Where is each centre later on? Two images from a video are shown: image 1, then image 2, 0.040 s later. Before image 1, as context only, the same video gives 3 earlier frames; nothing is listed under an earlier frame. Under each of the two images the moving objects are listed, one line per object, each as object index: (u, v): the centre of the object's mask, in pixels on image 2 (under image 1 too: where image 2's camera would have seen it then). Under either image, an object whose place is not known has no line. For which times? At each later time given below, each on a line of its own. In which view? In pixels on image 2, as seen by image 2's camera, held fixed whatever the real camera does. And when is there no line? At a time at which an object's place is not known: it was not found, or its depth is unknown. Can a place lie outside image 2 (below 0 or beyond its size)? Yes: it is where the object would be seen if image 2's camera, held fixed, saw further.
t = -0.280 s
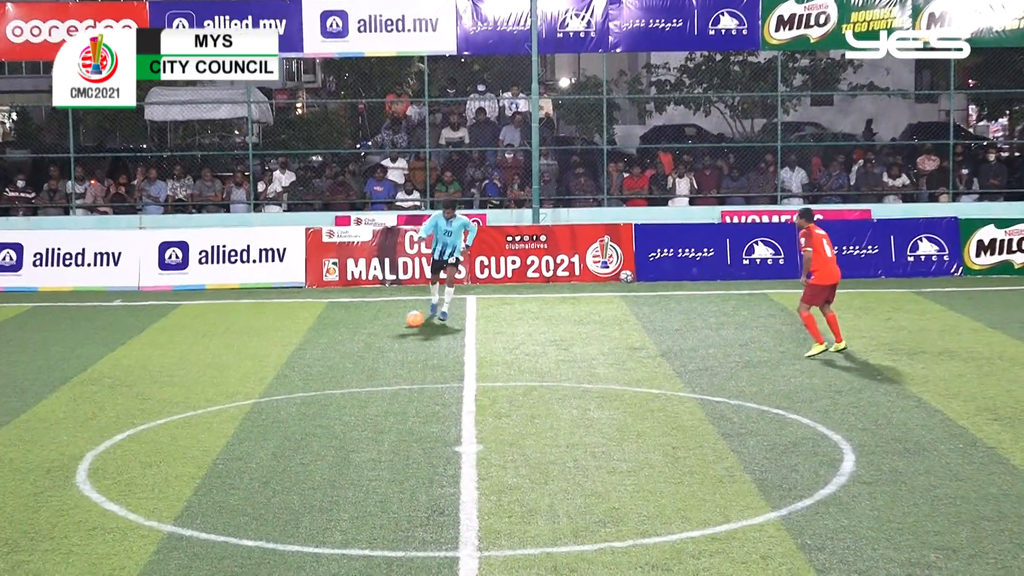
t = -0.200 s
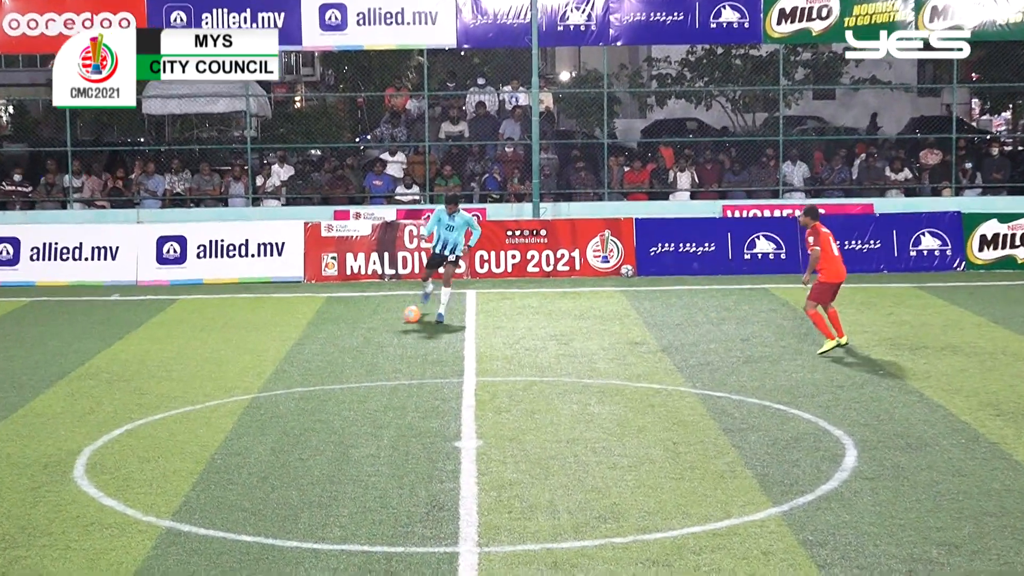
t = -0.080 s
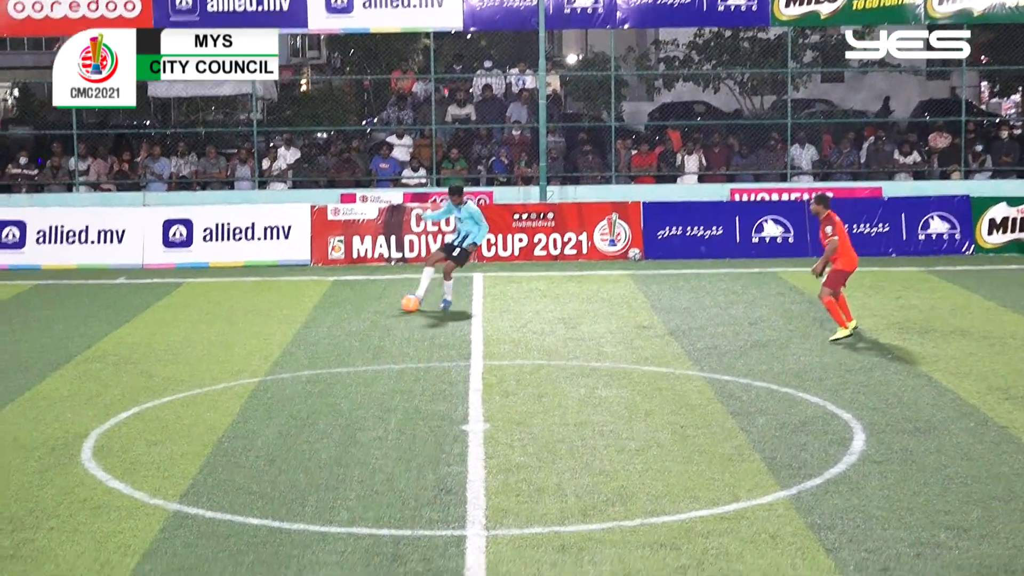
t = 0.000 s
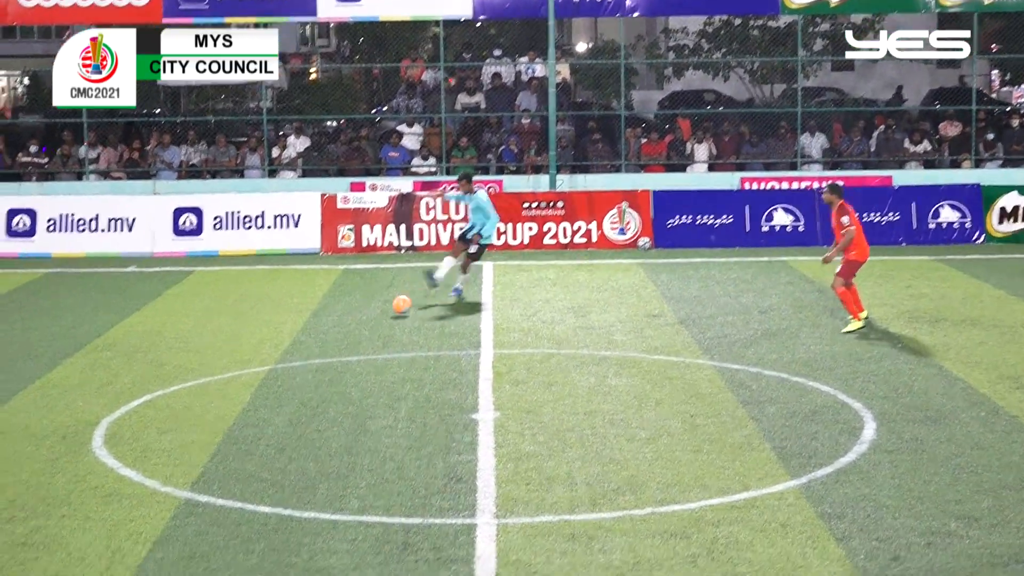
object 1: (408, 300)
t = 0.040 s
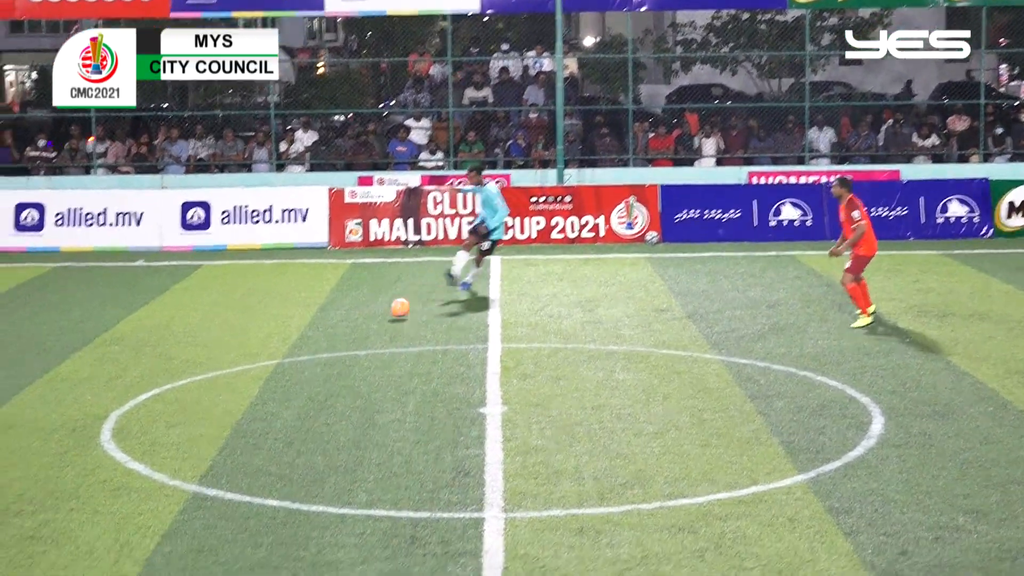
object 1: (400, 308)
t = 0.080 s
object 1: (391, 318)
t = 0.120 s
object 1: (382, 325)
